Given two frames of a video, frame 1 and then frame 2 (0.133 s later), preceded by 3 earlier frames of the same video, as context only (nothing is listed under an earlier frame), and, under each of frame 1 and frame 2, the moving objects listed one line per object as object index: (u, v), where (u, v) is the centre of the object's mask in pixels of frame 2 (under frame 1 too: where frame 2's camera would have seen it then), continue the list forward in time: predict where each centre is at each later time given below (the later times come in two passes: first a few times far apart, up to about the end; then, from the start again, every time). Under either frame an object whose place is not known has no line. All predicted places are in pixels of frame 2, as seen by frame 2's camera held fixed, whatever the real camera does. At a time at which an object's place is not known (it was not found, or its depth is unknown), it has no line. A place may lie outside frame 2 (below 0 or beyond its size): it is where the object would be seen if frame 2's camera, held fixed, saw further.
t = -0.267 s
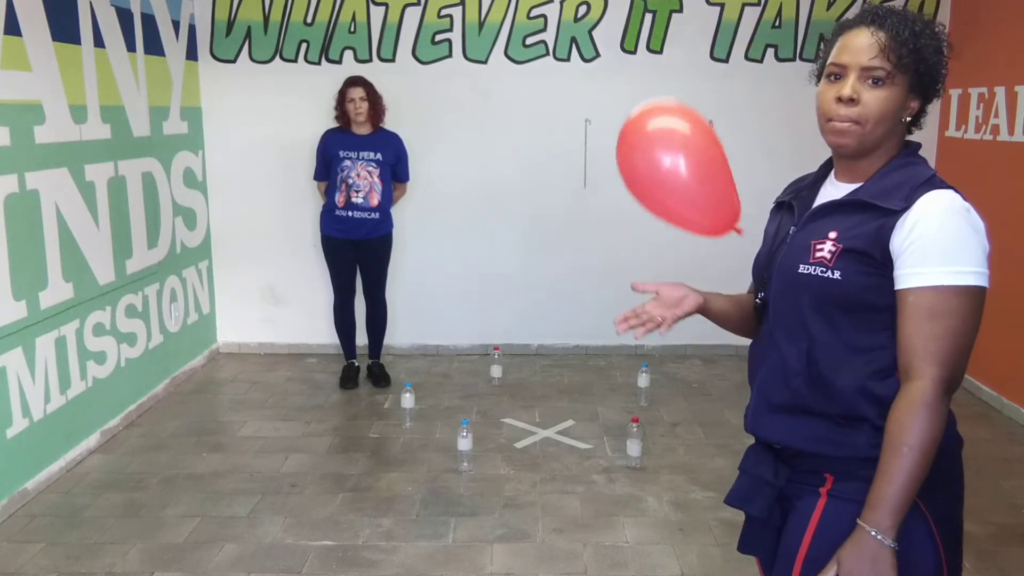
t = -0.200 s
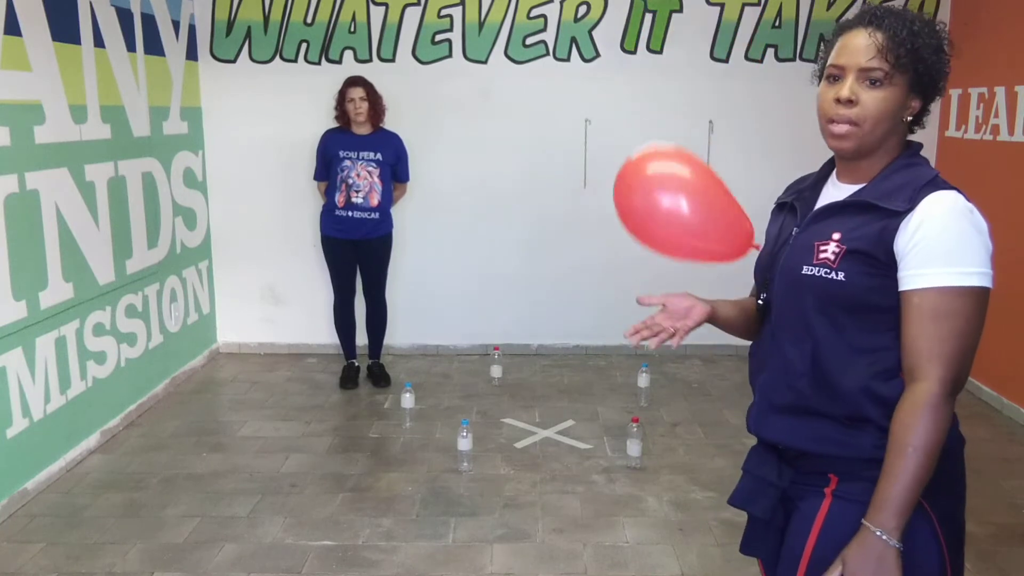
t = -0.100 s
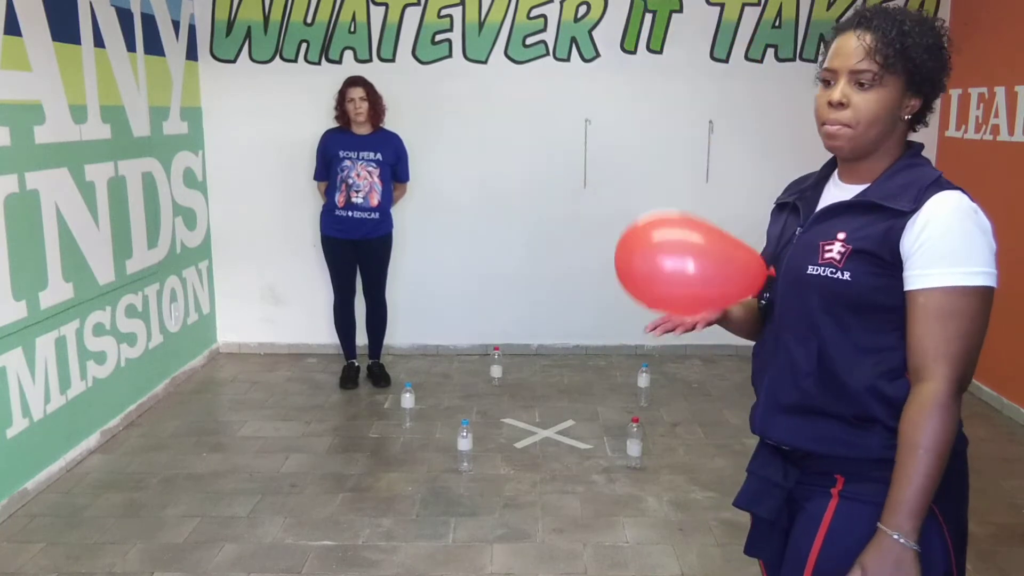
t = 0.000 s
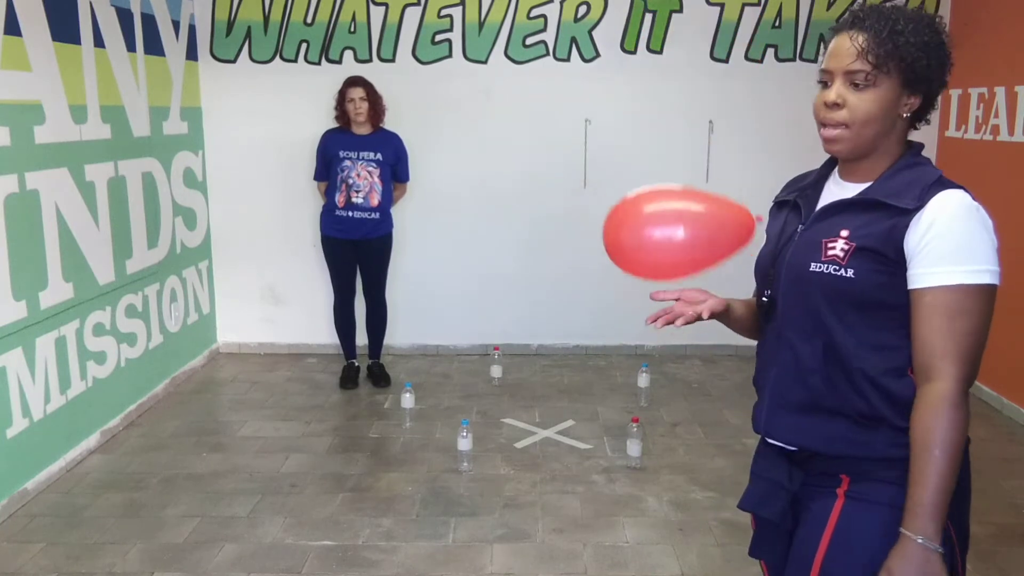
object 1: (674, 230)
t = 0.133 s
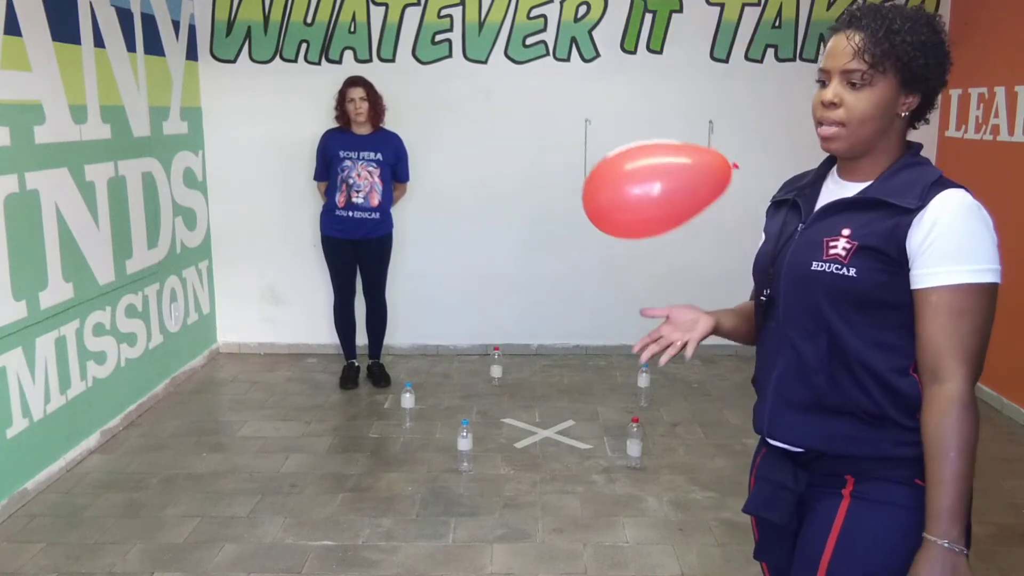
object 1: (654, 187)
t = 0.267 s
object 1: (630, 164)
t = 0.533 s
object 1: (587, 178)
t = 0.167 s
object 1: (648, 179)
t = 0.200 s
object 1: (642, 173)
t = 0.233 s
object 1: (636, 168)
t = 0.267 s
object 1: (630, 164)
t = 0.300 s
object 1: (625, 163)
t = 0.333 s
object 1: (619, 162)
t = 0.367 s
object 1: (612, 161)
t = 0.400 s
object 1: (606, 162)
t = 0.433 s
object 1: (601, 164)
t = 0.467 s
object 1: (596, 168)
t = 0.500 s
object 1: (591, 173)
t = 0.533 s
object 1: (587, 178)
